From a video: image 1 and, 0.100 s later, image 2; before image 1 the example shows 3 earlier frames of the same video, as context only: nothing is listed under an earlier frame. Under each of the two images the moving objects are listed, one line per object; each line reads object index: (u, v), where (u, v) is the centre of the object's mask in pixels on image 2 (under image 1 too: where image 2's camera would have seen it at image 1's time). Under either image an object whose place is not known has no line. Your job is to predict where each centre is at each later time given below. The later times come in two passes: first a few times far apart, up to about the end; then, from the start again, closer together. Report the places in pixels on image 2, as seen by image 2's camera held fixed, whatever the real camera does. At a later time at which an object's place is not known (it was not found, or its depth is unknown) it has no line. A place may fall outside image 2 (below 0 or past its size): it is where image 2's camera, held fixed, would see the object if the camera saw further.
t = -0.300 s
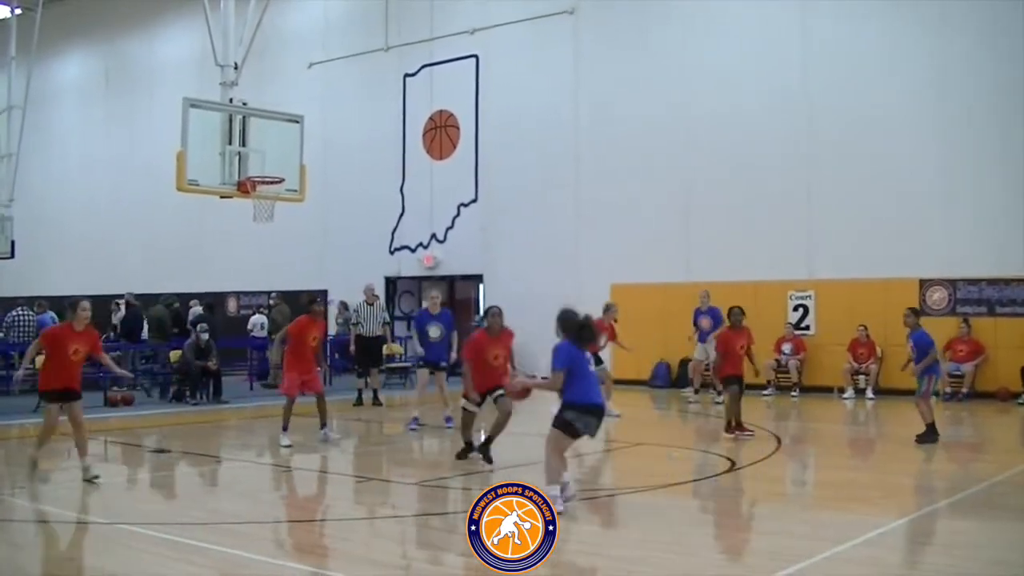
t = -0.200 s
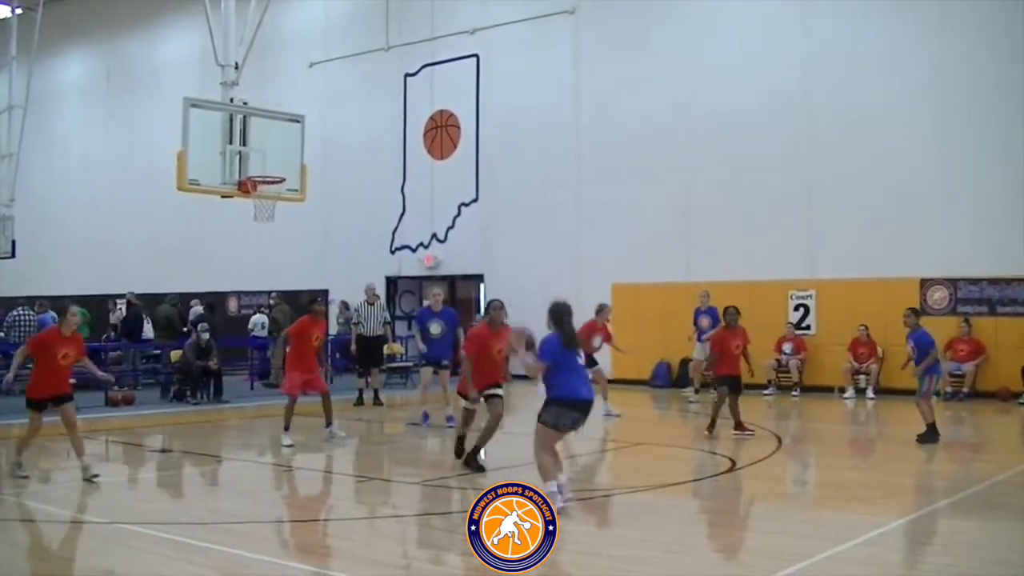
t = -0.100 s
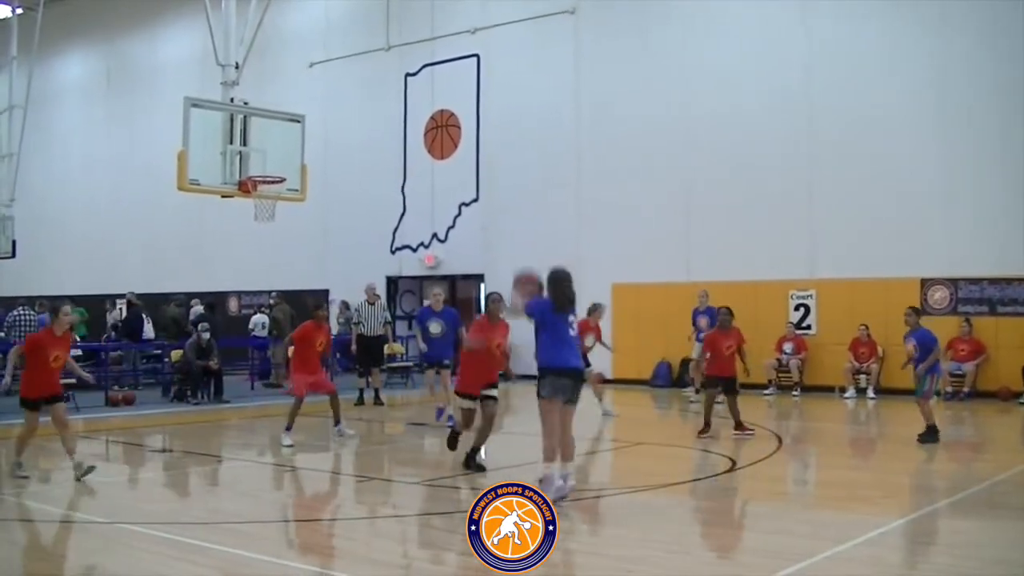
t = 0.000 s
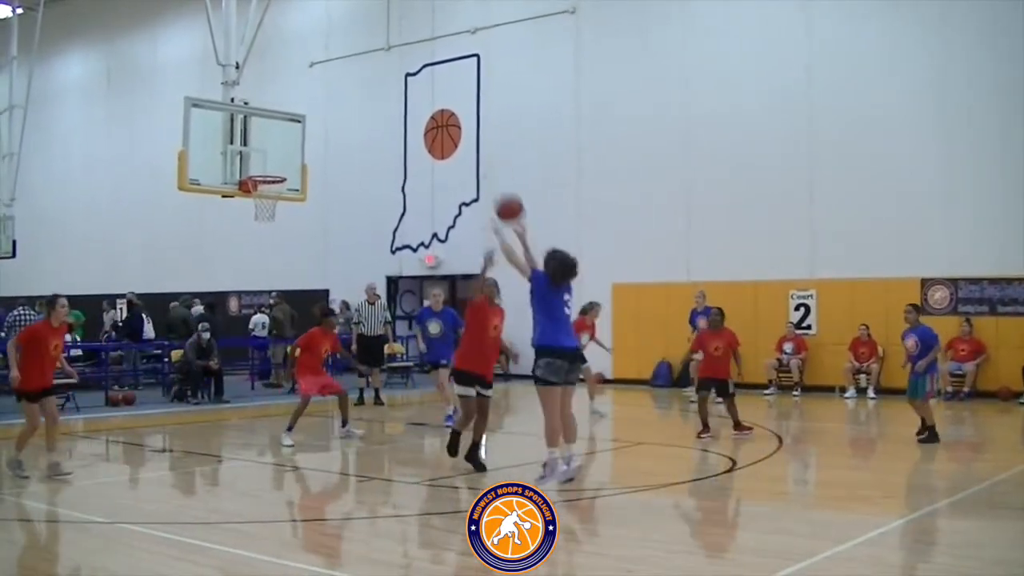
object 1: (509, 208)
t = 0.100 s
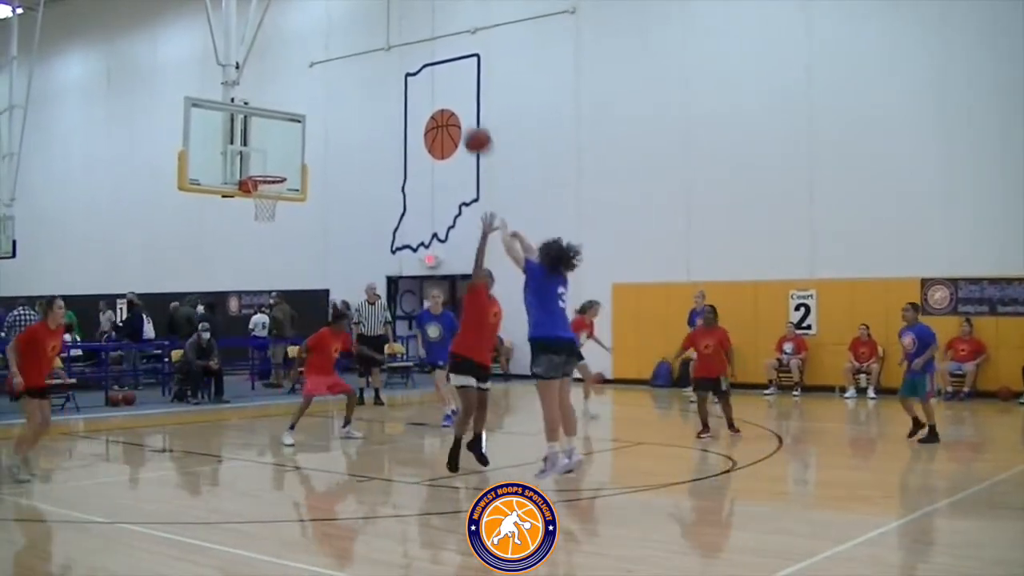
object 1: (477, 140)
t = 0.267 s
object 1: (430, 63)
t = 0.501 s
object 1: (376, 16)
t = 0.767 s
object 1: (324, 32)
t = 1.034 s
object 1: (282, 104)
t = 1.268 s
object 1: (260, 198)
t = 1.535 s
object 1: (286, 275)
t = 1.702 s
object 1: (304, 347)
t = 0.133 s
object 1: (468, 122)
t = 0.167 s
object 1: (458, 104)
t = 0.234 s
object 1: (439, 75)
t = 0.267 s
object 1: (430, 63)
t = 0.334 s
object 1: (413, 42)
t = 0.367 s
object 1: (405, 35)
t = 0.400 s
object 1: (397, 28)
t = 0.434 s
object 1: (390, 23)
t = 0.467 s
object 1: (383, 19)
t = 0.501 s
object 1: (376, 16)
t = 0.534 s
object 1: (369, 14)
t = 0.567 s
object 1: (362, 14)
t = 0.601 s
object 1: (355, 14)
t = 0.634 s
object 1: (349, 16)
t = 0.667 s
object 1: (342, 18)
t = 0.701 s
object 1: (336, 22)
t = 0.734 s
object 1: (330, 26)
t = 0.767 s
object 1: (324, 32)
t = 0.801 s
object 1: (318, 38)
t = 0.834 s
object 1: (313, 45)
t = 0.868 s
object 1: (307, 53)
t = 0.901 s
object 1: (302, 62)
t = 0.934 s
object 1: (297, 70)
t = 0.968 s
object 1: (292, 81)
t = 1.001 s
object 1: (286, 92)
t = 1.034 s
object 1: (282, 104)
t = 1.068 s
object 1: (277, 116)
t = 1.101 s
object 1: (272, 130)
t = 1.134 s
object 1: (267, 142)
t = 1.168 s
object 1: (263, 156)
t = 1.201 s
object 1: (259, 171)
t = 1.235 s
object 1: (258, 187)
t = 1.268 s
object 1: (260, 198)
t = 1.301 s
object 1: (262, 206)
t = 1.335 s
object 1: (266, 214)
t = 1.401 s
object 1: (272, 231)
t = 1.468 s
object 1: (279, 252)
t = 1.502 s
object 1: (283, 263)
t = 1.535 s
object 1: (286, 275)
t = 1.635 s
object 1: (298, 316)
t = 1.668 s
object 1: (300, 332)
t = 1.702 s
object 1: (304, 347)
